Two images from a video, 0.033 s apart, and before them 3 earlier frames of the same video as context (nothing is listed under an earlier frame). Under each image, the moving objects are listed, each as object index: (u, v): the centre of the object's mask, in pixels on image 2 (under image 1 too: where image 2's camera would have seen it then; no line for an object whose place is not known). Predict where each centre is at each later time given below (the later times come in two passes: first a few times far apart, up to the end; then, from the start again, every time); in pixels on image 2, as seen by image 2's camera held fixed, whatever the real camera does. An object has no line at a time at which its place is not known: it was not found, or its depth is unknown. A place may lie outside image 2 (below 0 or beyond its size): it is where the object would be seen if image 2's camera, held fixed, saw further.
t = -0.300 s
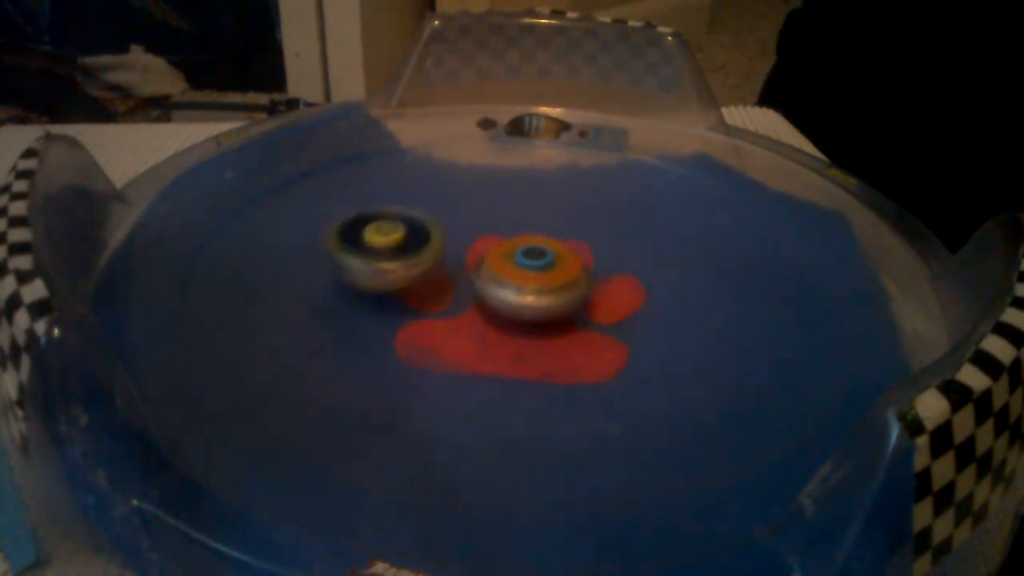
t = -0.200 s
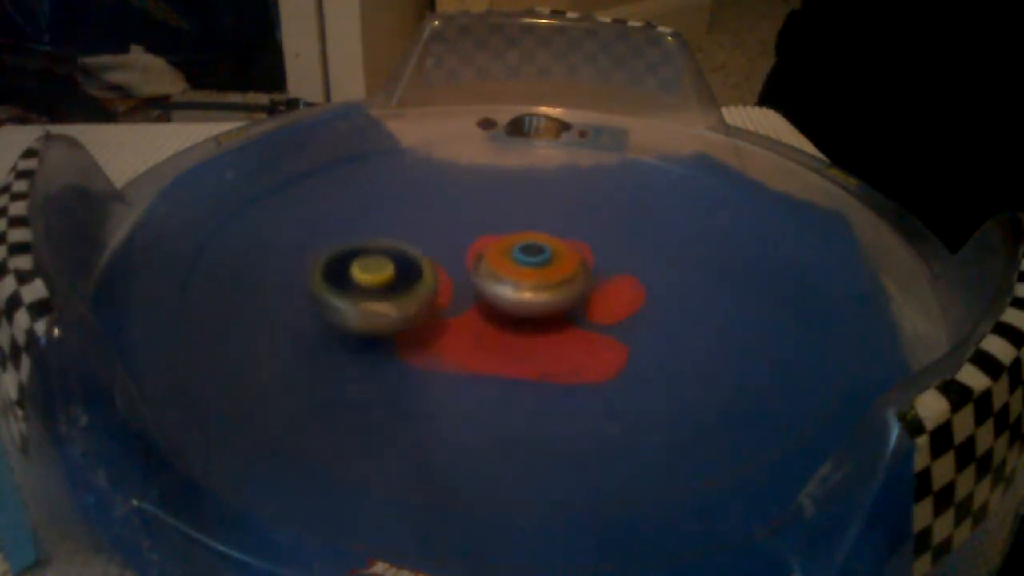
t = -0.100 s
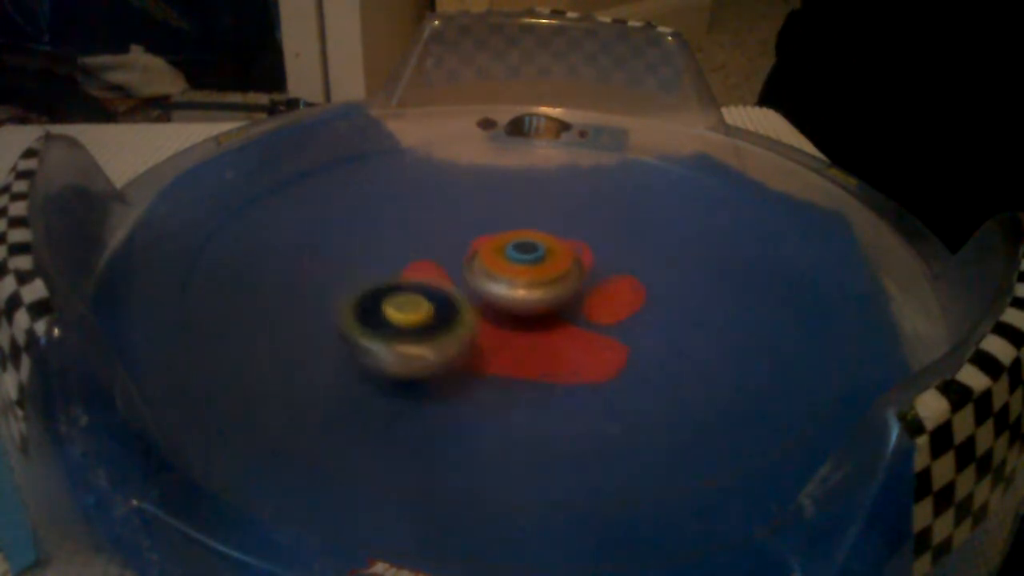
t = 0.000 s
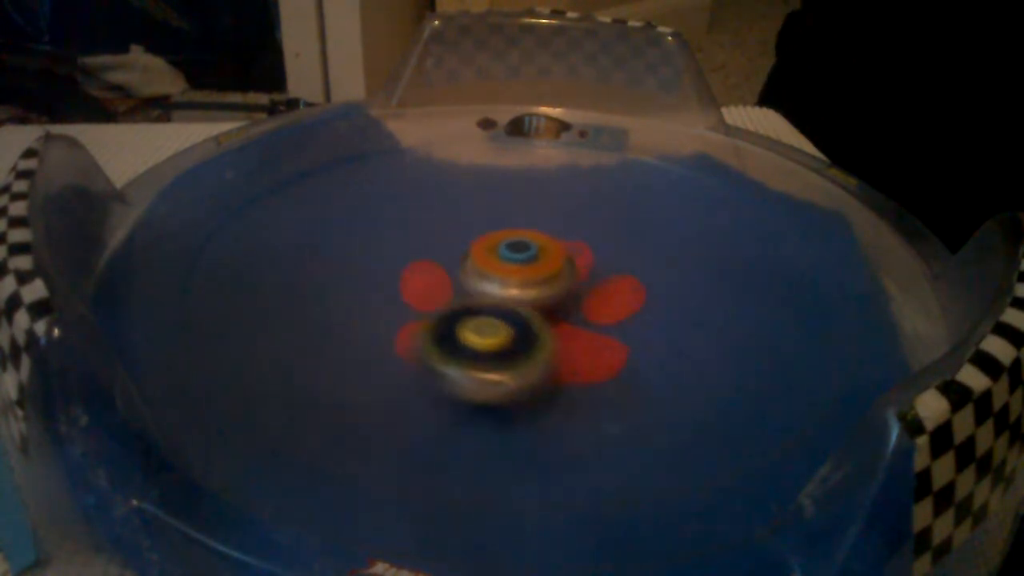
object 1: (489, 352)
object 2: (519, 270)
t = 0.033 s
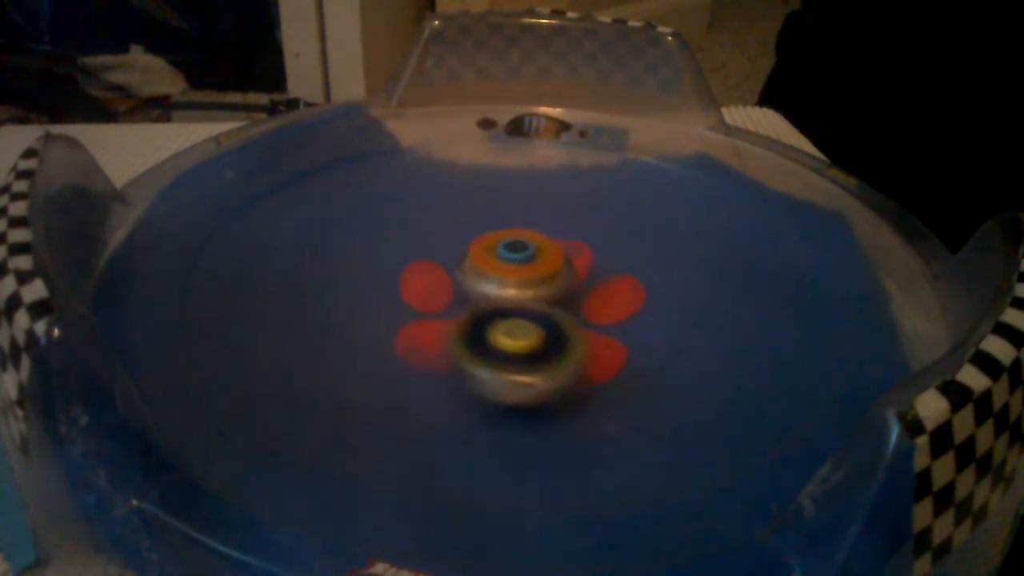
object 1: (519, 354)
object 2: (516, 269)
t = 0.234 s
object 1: (645, 308)
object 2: (513, 279)
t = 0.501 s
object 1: (726, 206)
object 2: (428, 279)
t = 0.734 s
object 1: (593, 188)
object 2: (459, 312)
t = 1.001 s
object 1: (432, 243)
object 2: (530, 302)
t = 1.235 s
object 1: (300, 247)
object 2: (750, 317)
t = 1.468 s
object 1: (433, 340)
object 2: (714, 250)
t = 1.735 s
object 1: (641, 315)
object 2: (538, 231)
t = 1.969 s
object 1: (624, 238)
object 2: (451, 280)
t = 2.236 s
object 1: (473, 222)
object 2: (491, 335)
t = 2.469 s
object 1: (423, 293)
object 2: (563, 334)
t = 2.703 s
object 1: (522, 345)
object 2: (616, 295)
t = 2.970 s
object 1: (640, 297)
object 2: (554, 243)
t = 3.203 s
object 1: (716, 270)
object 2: (376, 127)
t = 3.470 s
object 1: (441, 322)
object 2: (321, 240)
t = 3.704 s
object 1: (838, 345)
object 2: (425, 316)
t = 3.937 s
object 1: (654, 212)
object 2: (587, 308)
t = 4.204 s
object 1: (327, 352)
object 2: (624, 252)
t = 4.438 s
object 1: (750, 416)
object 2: (587, 227)
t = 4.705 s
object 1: (740, 237)
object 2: (412, 207)
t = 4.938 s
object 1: (607, 177)
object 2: (175, 166)
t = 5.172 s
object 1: (440, 256)
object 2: (327, 319)
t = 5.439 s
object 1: (692, 276)
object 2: (713, 372)
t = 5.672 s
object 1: (525, 198)
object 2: (771, 231)
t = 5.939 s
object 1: (501, 362)
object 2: (541, 169)
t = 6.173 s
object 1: (757, 288)
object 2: (347, 231)
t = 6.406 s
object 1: (520, 212)
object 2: (411, 375)
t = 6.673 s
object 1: (348, 346)
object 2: (710, 345)
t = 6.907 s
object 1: (676, 358)
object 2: (671, 249)
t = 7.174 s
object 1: (583, 219)
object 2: (483, 184)
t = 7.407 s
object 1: (470, 302)
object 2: (286, 178)
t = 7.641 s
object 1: (682, 312)
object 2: (312, 268)
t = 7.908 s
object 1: (495, 235)
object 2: (539, 320)
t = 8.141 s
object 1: (424, 348)
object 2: (624, 273)
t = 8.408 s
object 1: (664, 300)
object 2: (608, 234)
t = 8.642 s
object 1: (619, 302)
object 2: (506, 125)
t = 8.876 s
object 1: (473, 306)
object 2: (436, 169)
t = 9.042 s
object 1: (455, 336)
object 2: (440, 251)
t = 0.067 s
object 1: (546, 353)
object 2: (513, 269)
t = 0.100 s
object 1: (575, 349)
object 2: (512, 271)
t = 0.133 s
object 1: (598, 342)
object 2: (511, 274)
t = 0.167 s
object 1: (617, 332)
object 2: (511, 276)
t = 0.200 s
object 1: (634, 320)
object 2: (512, 278)
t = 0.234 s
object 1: (645, 308)
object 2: (513, 279)
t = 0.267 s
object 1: (651, 296)
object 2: (515, 280)
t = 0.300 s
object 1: (653, 281)
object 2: (518, 281)
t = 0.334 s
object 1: (651, 269)
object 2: (518, 281)
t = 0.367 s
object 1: (679, 254)
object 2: (493, 281)
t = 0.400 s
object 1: (706, 241)
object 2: (469, 279)
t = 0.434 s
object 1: (721, 228)
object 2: (450, 277)
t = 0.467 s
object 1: (729, 216)
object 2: (437, 277)
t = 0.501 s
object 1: (726, 206)
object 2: (428, 279)
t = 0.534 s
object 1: (717, 198)
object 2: (423, 283)
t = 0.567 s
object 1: (705, 193)
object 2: (423, 287)
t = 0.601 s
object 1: (687, 189)
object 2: (426, 293)
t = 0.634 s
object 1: (664, 186)
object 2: (432, 299)
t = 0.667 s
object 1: (643, 186)
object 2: (440, 304)
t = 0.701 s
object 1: (617, 186)
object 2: (448, 308)
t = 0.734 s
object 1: (593, 188)
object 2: (459, 312)
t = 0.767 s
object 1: (567, 190)
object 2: (471, 314)
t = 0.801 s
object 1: (541, 193)
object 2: (481, 314)
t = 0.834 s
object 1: (516, 198)
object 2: (493, 314)
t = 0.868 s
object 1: (492, 203)
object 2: (502, 313)
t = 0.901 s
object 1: (471, 210)
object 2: (511, 311)
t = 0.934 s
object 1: (453, 219)
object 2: (519, 308)
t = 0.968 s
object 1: (440, 230)
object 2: (525, 305)
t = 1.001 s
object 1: (432, 243)
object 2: (530, 302)
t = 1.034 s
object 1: (422, 253)
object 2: (539, 300)
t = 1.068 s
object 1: (385, 245)
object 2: (588, 313)
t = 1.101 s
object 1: (355, 238)
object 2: (631, 321)
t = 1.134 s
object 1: (331, 233)
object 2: (672, 326)
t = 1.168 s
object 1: (312, 233)
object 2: (703, 326)
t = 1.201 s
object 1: (303, 237)
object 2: (732, 323)
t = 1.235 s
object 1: (300, 247)
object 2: (750, 317)
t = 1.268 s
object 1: (304, 260)
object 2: (762, 309)
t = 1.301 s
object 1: (314, 275)
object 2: (767, 300)
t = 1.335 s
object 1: (330, 289)
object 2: (766, 290)
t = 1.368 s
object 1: (350, 306)
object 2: (759, 279)
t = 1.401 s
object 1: (374, 318)
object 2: (747, 269)
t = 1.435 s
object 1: (402, 330)
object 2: (732, 259)
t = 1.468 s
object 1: (433, 340)
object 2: (714, 250)
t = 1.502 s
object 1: (465, 348)
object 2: (694, 243)
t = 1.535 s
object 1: (499, 348)
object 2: (671, 237)
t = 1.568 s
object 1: (529, 349)
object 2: (650, 232)
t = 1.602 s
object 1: (561, 349)
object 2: (627, 229)
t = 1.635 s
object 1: (587, 343)
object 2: (604, 227)
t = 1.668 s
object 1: (610, 336)
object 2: (581, 227)
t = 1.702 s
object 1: (628, 325)
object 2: (558, 227)
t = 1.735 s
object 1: (641, 315)
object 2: (538, 231)
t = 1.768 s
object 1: (649, 303)
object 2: (519, 235)
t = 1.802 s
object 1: (655, 291)
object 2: (502, 241)
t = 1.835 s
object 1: (658, 279)
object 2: (487, 247)
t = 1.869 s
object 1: (653, 269)
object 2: (474, 254)
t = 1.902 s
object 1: (647, 257)
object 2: (464, 263)
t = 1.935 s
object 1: (636, 247)
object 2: (457, 271)
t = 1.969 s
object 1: (624, 238)
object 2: (451, 280)
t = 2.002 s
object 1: (607, 232)
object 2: (449, 289)
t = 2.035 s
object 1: (590, 226)
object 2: (450, 297)
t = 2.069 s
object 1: (572, 220)
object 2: (453, 306)
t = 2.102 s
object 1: (554, 217)
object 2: (458, 314)
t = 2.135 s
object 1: (533, 216)
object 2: (464, 320)
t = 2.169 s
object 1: (513, 216)
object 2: (471, 326)
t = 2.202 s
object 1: (492, 219)
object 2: (481, 331)
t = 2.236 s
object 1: (473, 222)
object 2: (491, 335)
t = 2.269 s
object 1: (456, 228)
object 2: (503, 337)
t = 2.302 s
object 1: (442, 236)
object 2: (514, 339)
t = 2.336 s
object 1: (431, 245)
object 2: (526, 339)
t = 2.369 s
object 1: (422, 256)
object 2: (536, 339)
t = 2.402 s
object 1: (417, 268)
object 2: (547, 339)
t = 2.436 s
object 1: (419, 281)
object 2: (555, 337)
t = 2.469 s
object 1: (423, 293)
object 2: (563, 334)
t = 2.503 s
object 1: (433, 305)
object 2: (569, 331)
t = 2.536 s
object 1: (435, 313)
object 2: (584, 328)
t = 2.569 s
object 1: (441, 320)
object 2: (598, 324)
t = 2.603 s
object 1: (454, 328)
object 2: (608, 318)
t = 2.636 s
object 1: (473, 336)
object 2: (612, 312)
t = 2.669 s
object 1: (500, 341)
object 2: (615, 304)
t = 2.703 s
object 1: (522, 345)
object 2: (616, 295)
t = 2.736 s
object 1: (539, 350)
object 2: (617, 286)
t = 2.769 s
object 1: (560, 351)
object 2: (617, 276)
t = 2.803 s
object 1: (583, 346)
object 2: (611, 268)
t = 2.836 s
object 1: (603, 338)
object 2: (604, 260)
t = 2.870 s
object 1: (619, 329)
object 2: (593, 253)
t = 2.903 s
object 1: (629, 319)
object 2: (581, 248)
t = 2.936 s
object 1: (636, 308)
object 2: (569, 246)
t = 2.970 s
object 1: (640, 297)
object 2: (554, 243)
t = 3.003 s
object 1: (673, 312)
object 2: (527, 219)
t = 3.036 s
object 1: (698, 318)
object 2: (497, 193)
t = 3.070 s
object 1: (719, 319)
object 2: (472, 171)
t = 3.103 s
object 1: (728, 314)
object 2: (448, 150)
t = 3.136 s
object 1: (735, 302)
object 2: (422, 137)
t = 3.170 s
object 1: (731, 288)
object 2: (398, 130)
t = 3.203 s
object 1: (716, 270)
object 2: (376, 127)
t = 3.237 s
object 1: (686, 255)
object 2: (358, 134)
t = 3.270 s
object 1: (649, 243)
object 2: (344, 140)
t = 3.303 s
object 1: (603, 238)
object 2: (333, 156)
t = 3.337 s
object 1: (558, 239)
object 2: (324, 171)
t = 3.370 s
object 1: (512, 247)
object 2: (319, 189)
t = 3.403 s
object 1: (469, 264)
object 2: (320, 210)
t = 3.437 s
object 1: (435, 282)
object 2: (325, 231)
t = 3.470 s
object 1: (441, 322)
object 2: (321, 240)
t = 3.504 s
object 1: (466, 355)
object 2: (320, 252)
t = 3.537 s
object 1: (515, 382)
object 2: (325, 264)
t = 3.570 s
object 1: (583, 401)
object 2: (336, 276)
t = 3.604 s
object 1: (664, 407)
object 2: (353, 289)
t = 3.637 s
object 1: (748, 405)
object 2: (373, 300)
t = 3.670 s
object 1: (798, 375)
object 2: (397, 309)
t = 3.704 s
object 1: (838, 345)
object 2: (425, 316)
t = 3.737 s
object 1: (863, 315)
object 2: (451, 323)
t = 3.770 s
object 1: (864, 288)
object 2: (480, 325)
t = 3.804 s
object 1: (848, 264)
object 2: (505, 325)
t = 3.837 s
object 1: (813, 245)
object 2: (530, 324)
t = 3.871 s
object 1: (766, 228)
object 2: (552, 320)
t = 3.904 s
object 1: (710, 217)
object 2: (571, 315)
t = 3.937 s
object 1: (654, 212)
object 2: (587, 308)
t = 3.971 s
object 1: (591, 213)
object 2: (599, 300)
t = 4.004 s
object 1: (533, 218)
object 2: (608, 293)
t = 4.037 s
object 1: (478, 228)
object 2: (616, 285)
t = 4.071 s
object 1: (425, 243)
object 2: (621, 278)
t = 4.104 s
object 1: (383, 263)
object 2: (625, 270)
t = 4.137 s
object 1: (349, 289)
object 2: (627, 263)
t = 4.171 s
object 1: (330, 321)
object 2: (626, 257)
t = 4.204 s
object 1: (327, 352)
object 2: (624, 252)
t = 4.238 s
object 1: (347, 391)
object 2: (622, 246)
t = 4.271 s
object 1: (385, 423)
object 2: (619, 241)
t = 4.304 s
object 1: (467, 442)
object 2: (614, 237)
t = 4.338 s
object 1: (551, 454)
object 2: (608, 234)
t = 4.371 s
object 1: (634, 455)
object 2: (601, 231)
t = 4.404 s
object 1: (700, 443)
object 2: (594, 229)
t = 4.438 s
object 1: (750, 416)
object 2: (587, 227)
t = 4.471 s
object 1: (776, 389)
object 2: (580, 227)
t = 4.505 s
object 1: (785, 363)
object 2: (572, 228)
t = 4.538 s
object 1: (772, 330)
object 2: (566, 229)
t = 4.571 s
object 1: (748, 303)
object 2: (558, 232)
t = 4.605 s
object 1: (711, 276)
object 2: (550, 236)
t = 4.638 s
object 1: (670, 254)
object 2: (542, 241)
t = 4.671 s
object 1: (703, 245)
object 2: (479, 226)
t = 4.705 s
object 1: (740, 237)
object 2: (412, 207)
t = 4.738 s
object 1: (760, 227)
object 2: (348, 186)
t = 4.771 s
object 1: (763, 219)
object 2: (293, 167)
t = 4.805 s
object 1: (754, 210)
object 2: (249, 154)
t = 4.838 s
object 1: (732, 201)
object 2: (216, 152)
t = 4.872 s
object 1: (701, 188)
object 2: (191, 155)
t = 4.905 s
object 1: (658, 181)
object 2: (172, 163)
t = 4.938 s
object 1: (607, 177)
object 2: (175, 166)
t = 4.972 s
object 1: (562, 179)
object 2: (197, 185)
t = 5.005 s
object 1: (517, 185)
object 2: (222, 198)
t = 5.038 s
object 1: (474, 197)
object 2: (253, 218)
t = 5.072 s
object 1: (438, 213)
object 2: (288, 240)
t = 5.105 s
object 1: (421, 227)
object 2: (310, 263)
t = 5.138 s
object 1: (431, 239)
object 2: (314, 293)
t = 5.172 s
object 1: (440, 256)
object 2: (327, 319)
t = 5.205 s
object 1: (453, 277)
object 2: (352, 345)
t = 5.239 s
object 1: (481, 298)
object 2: (389, 368)
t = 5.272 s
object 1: (518, 311)
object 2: (439, 385)
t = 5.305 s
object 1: (559, 318)
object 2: (495, 397)
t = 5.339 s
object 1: (602, 317)
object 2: (555, 403)
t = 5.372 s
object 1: (640, 308)
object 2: (614, 399)
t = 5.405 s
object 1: (672, 294)
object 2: (669, 387)
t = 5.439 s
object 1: (692, 276)
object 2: (713, 372)
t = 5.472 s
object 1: (697, 257)
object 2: (749, 353)
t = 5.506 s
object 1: (691, 234)
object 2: (772, 333)
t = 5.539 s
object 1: (673, 216)
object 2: (789, 308)
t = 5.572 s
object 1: (643, 203)
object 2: (795, 286)
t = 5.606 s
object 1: (605, 194)
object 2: (795, 266)
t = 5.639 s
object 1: (566, 192)
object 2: (785, 247)
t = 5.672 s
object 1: (525, 198)
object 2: (771, 231)
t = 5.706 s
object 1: (487, 209)
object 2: (751, 215)
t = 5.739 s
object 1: (456, 222)
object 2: (730, 202)
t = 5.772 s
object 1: (433, 244)
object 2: (703, 192)
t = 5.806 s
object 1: (419, 268)
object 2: (675, 183)
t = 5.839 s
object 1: (416, 293)
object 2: (642, 175)
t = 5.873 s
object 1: (431, 321)
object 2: (610, 172)
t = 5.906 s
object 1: (457, 344)
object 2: (576, 167)
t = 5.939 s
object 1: (501, 362)
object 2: (541, 169)
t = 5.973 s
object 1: (555, 374)
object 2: (509, 169)
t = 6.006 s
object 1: (612, 377)
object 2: (477, 175)
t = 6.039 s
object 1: (665, 371)
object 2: (445, 180)
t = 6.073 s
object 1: (707, 356)
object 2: (415, 189)
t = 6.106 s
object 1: (741, 337)
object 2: (388, 200)
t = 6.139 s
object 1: (757, 312)
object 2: (367, 214)
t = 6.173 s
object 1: (757, 288)
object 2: (347, 231)
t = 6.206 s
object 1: (743, 264)
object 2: (332, 250)
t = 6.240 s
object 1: (718, 247)
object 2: (324, 269)
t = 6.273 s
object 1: (686, 231)
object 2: (325, 294)
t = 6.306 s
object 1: (647, 220)
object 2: (333, 315)
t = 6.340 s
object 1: (604, 213)
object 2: (350, 336)
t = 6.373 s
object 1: (562, 211)
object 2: (376, 355)
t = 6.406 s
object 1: (520, 212)
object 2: (411, 375)
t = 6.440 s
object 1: (477, 215)
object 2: (456, 388)
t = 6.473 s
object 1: (437, 223)
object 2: (500, 396)
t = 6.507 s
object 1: (402, 236)
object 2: (546, 398)
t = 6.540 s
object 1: (370, 251)
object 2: (594, 395)
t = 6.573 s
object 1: (347, 272)
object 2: (634, 387)
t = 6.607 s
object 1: (336, 293)
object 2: (666, 374)
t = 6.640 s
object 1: (334, 320)
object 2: (692, 360)
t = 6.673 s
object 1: (348, 346)
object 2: (710, 345)
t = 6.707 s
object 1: (381, 370)
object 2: (720, 328)
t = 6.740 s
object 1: (430, 389)
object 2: (725, 311)
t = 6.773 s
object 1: (487, 397)
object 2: (722, 296)
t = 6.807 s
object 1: (547, 400)
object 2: (715, 282)
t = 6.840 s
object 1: (602, 394)
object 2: (702, 270)
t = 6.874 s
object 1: (647, 379)
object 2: (688, 259)
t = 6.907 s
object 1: (676, 358)
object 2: (671, 249)
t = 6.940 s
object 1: (693, 335)
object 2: (652, 242)
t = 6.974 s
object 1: (697, 311)
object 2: (633, 235)
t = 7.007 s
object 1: (690, 287)
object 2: (613, 228)
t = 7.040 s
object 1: (680, 269)
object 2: (590, 220)
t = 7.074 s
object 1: (667, 256)
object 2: (563, 208)
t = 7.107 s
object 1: (647, 242)
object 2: (535, 198)
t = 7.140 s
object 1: (618, 229)
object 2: (509, 189)
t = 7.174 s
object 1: (583, 219)
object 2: (483, 184)
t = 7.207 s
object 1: (557, 218)
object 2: (450, 177)
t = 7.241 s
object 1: (533, 222)
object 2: (416, 168)
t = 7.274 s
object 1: (508, 232)
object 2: (381, 163)
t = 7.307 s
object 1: (486, 246)
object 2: (350, 162)
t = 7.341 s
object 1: (469, 263)
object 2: (322, 165)
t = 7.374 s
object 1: (465, 283)
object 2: (302, 171)
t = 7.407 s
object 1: (470, 302)
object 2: (286, 178)
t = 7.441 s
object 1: (487, 320)
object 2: (275, 185)
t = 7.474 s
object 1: (515, 334)
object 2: (269, 196)
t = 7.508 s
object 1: (554, 344)
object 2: (268, 207)
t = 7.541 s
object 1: (596, 347)
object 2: (271, 220)
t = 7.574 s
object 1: (635, 341)
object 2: (279, 234)
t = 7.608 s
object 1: (665, 328)
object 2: (293, 251)
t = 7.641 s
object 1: (682, 312)
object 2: (312, 268)
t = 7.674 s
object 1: (689, 293)
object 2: (335, 282)
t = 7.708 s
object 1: (681, 274)
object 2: (361, 295)
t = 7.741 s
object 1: (663, 257)
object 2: (393, 306)
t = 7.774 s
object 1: (636, 245)
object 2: (424, 315)
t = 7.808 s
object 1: (603, 236)
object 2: (458, 321)
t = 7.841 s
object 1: (567, 232)
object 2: (487, 324)
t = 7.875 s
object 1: (530, 231)
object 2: (515, 323)
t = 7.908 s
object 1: (495, 235)
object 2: (539, 320)
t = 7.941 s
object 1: (465, 245)
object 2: (562, 315)
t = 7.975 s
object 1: (435, 255)
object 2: (583, 309)
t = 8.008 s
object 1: (412, 270)
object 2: (596, 303)
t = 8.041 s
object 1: (398, 286)
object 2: (607, 296)
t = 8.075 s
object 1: (392, 306)
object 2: (613, 289)
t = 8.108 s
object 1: (400, 328)
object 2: (621, 280)
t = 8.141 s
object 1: (424, 348)
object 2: (624, 273)
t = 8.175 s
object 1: (458, 364)
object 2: (626, 267)
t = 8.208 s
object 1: (502, 374)
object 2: (626, 261)
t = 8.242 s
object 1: (550, 375)
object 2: (626, 254)
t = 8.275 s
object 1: (593, 369)
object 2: (625, 250)
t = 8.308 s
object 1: (627, 357)
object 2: (622, 245)
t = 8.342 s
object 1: (650, 340)
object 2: (619, 242)
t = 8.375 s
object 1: (661, 319)
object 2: (614, 237)
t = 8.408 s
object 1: (664, 300)
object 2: (608, 234)
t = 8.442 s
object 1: (663, 297)
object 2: (598, 221)
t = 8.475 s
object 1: (666, 310)
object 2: (584, 195)
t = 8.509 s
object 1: (661, 314)
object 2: (565, 169)
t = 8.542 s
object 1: (655, 315)
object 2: (549, 148)
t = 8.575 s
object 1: (646, 310)
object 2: (534, 136)
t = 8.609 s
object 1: (633, 305)
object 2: (518, 129)
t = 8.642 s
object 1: (619, 302)
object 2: (506, 125)
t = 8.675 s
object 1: (602, 300)
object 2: (492, 125)
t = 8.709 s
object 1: (582, 297)
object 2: (481, 127)
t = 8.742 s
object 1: (560, 297)
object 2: (469, 132)
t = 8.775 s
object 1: (536, 296)
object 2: (459, 137)
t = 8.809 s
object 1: (513, 299)
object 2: (451, 145)
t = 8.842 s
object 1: (491, 302)
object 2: (442, 157)
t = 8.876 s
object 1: (473, 306)
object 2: (436, 169)
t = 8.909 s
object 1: (460, 312)
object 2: (432, 187)
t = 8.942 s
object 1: (451, 318)
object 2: (430, 203)
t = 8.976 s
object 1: (450, 326)
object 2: (430, 220)
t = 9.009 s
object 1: (450, 331)
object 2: (433, 237)
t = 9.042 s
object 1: (455, 336)
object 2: (440, 251)
